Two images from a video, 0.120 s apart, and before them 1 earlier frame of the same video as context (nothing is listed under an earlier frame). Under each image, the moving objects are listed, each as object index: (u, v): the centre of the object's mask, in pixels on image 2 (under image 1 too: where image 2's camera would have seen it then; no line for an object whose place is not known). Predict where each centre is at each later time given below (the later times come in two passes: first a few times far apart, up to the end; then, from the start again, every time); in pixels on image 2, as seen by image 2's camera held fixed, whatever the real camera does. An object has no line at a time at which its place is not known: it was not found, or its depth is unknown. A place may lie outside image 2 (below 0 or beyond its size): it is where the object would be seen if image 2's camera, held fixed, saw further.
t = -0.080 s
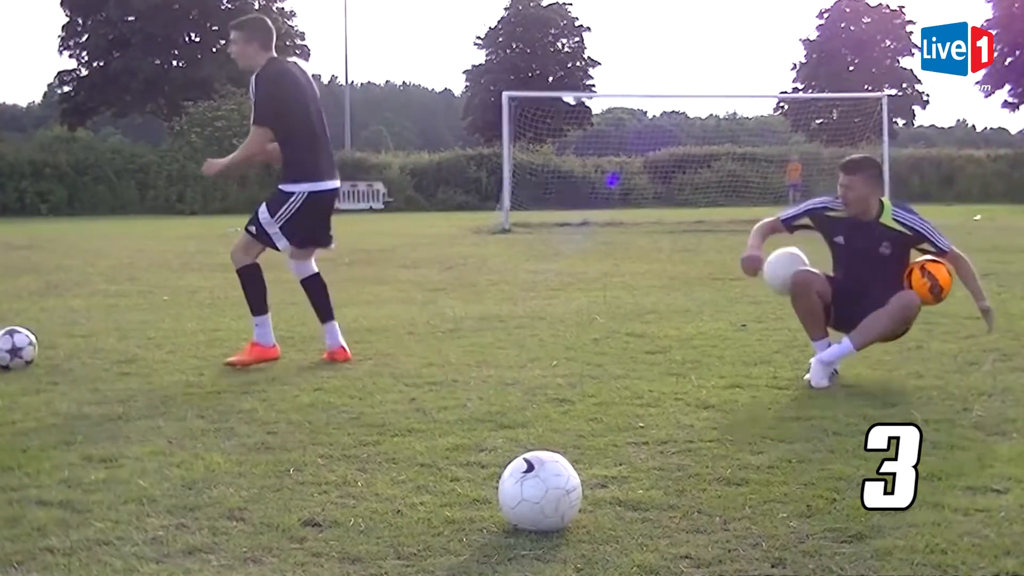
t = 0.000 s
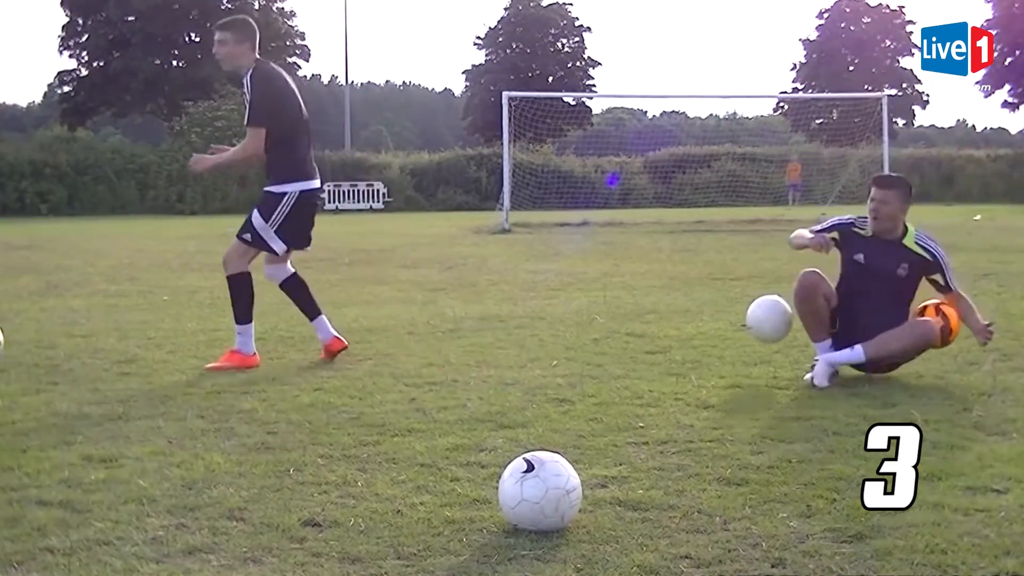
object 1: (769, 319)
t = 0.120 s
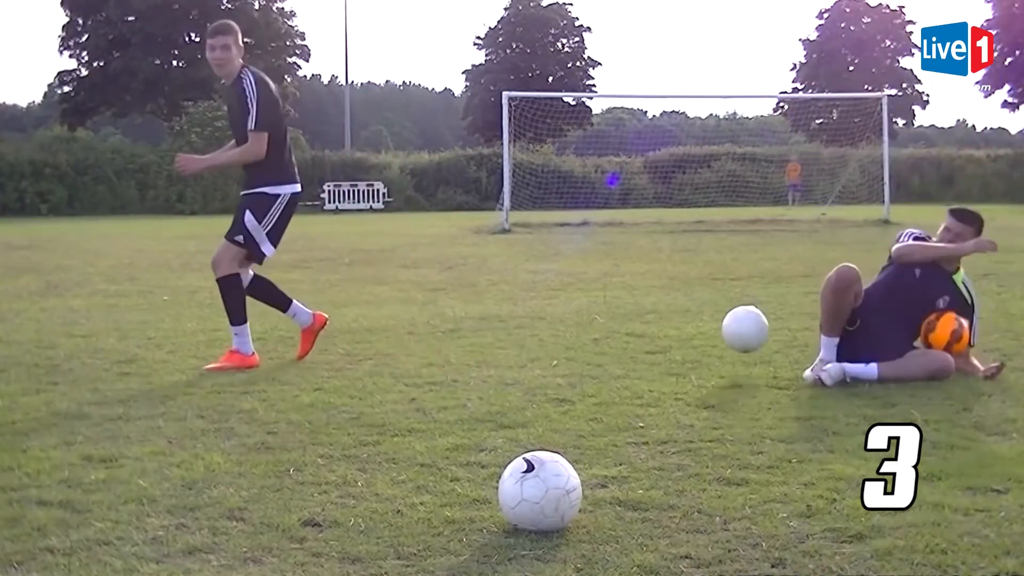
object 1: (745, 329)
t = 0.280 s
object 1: (716, 290)
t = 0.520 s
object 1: (674, 332)
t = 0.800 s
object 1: (620, 332)
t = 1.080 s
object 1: (560, 357)
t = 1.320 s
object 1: (515, 357)
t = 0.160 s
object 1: (738, 314)
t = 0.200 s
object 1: (731, 303)
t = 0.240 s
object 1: (724, 295)
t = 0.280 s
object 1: (716, 290)
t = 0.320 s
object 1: (710, 289)
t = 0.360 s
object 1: (702, 290)
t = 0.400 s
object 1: (695, 296)
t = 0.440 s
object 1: (688, 305)
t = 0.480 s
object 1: (681, 317)
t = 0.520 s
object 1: (674, 332)
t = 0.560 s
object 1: (667, 351)
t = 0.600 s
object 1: (659, 350)
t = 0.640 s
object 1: (651, 339)
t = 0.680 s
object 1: (643, 333)
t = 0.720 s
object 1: (636, 329)
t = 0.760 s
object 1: (627, 329)
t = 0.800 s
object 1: (620, 332)
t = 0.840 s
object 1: (611, 340)
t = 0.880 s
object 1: (604, 350)
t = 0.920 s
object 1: (595, 357)
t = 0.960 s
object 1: (587, 353)
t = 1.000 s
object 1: (578, 352)
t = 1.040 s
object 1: (569, 355)
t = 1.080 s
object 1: (560, 357)
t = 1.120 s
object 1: (552, 356)
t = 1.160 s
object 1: (544, 356)
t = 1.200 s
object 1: (537, 357)
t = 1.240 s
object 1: (530, 356)
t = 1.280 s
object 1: (523, 356)
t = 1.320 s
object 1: (515, 357)
